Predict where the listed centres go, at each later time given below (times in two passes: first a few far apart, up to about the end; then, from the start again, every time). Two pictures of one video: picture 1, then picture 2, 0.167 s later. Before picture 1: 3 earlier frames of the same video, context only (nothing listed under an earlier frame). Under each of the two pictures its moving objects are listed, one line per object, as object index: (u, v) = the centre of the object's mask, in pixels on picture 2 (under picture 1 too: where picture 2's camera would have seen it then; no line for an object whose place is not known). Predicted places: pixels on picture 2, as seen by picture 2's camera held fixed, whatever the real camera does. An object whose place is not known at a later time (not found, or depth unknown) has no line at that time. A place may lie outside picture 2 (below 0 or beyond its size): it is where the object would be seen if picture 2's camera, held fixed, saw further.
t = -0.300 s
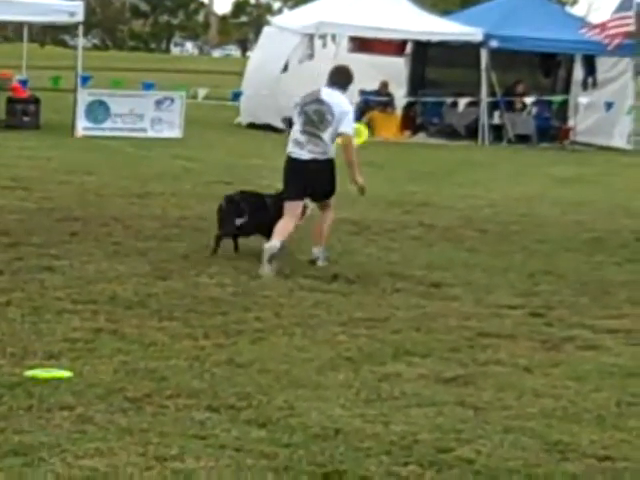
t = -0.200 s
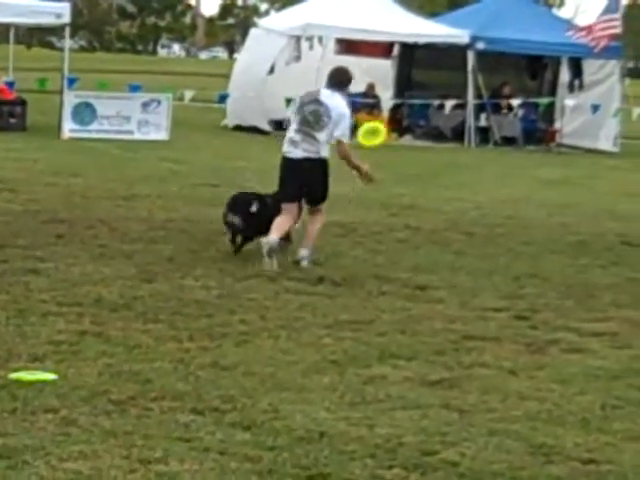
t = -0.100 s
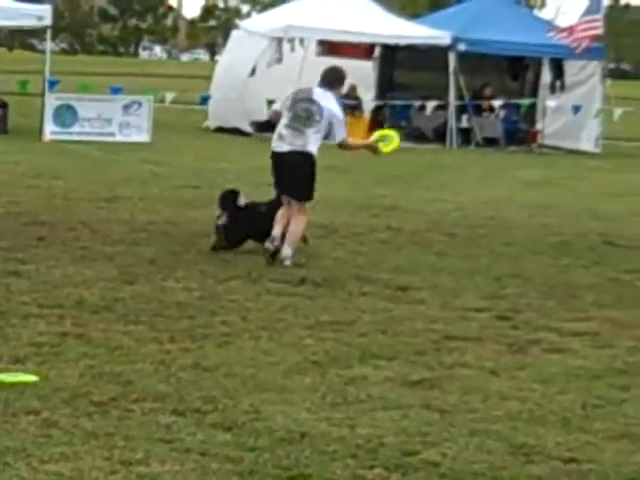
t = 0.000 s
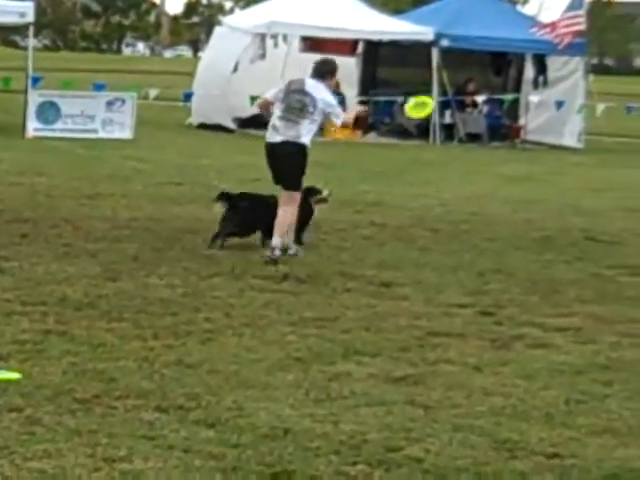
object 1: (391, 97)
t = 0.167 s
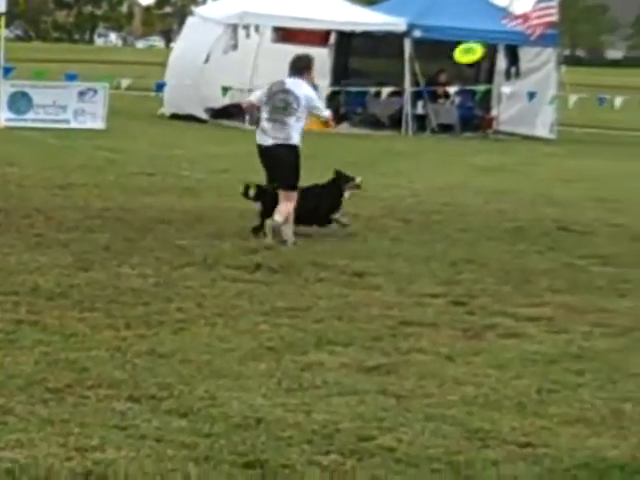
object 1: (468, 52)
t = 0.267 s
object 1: (509, 31)
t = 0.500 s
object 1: (589, 8)
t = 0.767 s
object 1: (665, 18)
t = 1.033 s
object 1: (729, 65)
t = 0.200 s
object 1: (482, 45)
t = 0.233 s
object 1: (496, 37)
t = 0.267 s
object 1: (509, 31)
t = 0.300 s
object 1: (520, 25)
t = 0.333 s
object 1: (533, 20)
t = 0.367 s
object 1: (545, 16)
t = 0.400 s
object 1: (556, 12)
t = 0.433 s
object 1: (567, 11)
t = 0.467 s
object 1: (578, 10)
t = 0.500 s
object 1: (589, 8)
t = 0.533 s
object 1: (599, 7)
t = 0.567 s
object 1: (610, 7)
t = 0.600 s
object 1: (619, 8)
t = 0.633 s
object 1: (628, 10)
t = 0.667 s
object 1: (638, 11)
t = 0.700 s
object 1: (648, 12)
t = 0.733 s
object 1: (657, 15)
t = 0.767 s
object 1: (665, 18)
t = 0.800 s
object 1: (674, 22)
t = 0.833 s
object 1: (682, 27)
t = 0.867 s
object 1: (691, 32)
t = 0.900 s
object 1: (698, 38)
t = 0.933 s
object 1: (706, 44)
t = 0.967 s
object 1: (714, 51)
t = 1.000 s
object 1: (722, 58)
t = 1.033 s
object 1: (729, 65)
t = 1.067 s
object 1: (737, 73)
